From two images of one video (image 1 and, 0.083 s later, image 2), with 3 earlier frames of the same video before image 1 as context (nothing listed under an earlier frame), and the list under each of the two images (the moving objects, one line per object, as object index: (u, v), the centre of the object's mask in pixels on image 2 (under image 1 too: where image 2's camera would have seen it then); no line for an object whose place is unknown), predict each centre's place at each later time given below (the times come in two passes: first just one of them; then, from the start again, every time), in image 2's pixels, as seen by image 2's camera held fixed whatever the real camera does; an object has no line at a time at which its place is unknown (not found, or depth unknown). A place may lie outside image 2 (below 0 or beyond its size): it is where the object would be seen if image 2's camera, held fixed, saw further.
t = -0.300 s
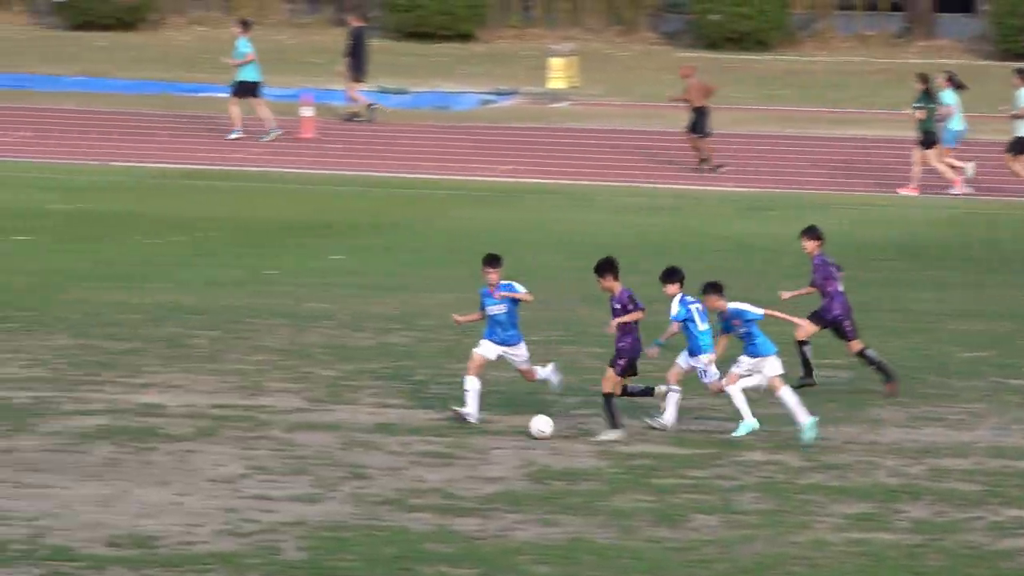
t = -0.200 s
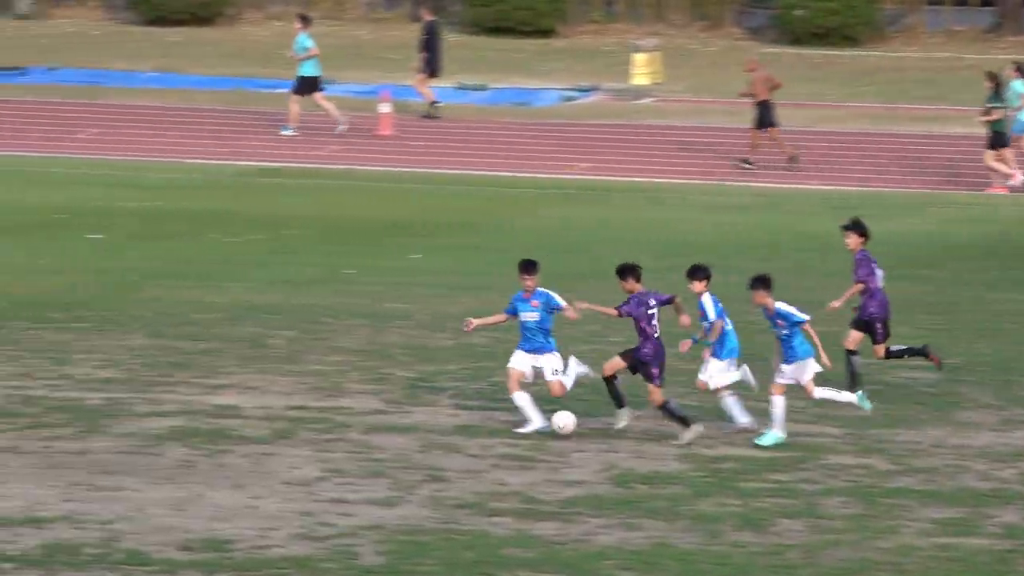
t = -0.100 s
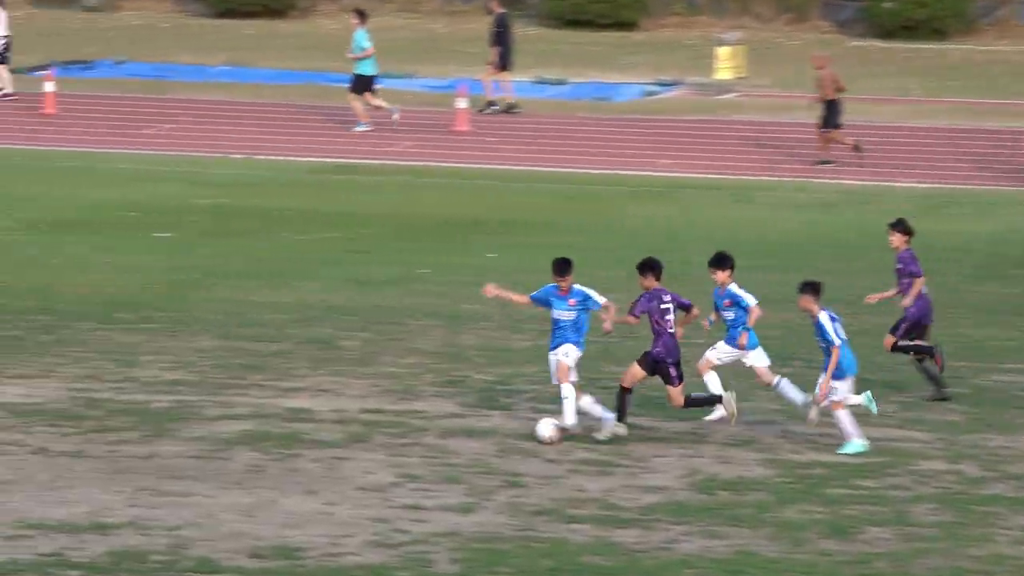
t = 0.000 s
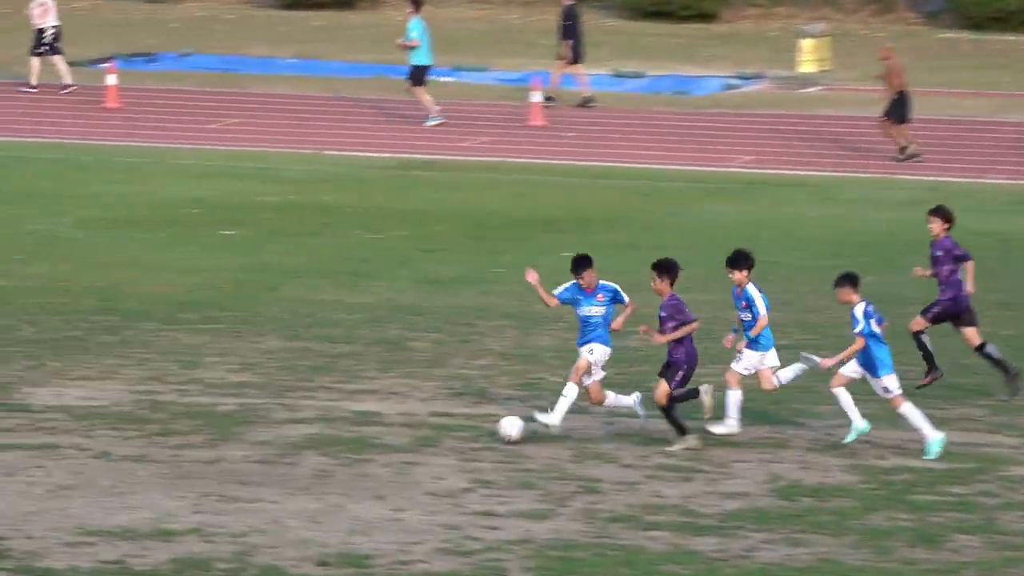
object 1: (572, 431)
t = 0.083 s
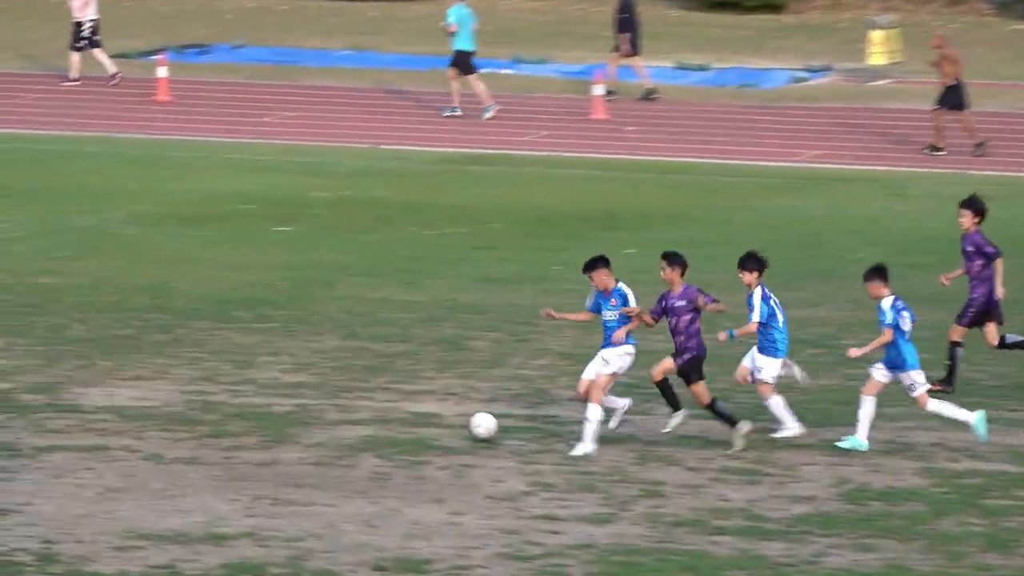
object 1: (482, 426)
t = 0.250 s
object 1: (320, 422)
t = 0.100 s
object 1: (466, 424)
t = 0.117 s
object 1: (450, 422)
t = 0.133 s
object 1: (433, 421)
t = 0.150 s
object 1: (417, 421)
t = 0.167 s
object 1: (401, 421)
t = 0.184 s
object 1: (384, 421)
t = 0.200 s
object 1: (368, 422)
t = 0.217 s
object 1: (351, 423)
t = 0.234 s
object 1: (335, 423)
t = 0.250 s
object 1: (320, 422)
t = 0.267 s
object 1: (306, 421)
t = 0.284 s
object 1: (291, 419)
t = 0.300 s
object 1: (277, 418)
